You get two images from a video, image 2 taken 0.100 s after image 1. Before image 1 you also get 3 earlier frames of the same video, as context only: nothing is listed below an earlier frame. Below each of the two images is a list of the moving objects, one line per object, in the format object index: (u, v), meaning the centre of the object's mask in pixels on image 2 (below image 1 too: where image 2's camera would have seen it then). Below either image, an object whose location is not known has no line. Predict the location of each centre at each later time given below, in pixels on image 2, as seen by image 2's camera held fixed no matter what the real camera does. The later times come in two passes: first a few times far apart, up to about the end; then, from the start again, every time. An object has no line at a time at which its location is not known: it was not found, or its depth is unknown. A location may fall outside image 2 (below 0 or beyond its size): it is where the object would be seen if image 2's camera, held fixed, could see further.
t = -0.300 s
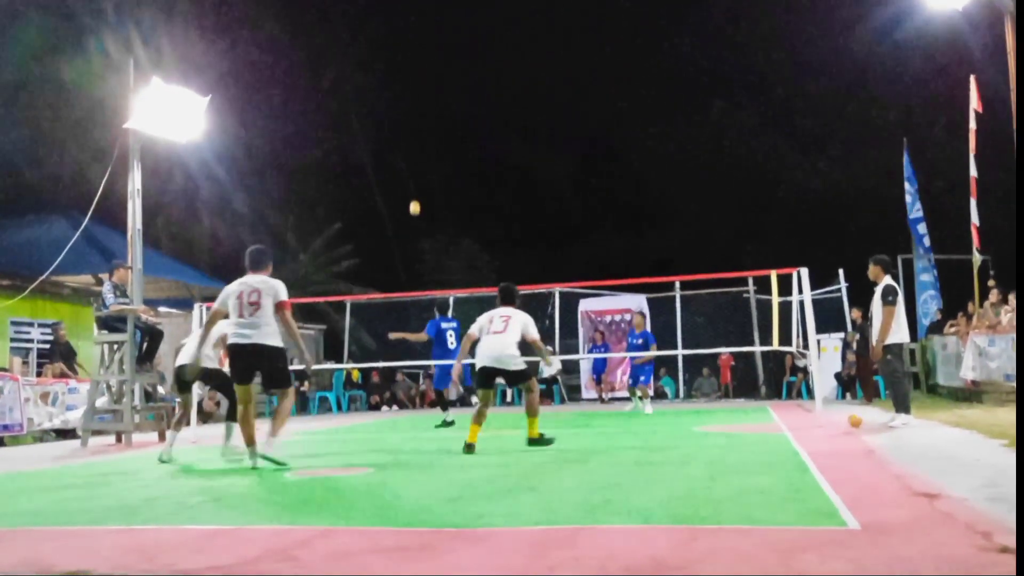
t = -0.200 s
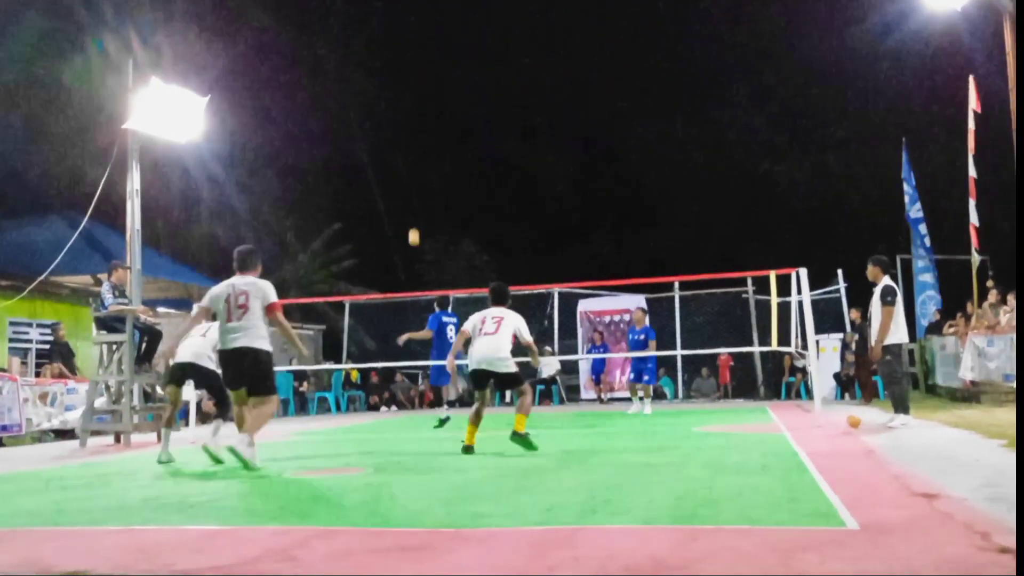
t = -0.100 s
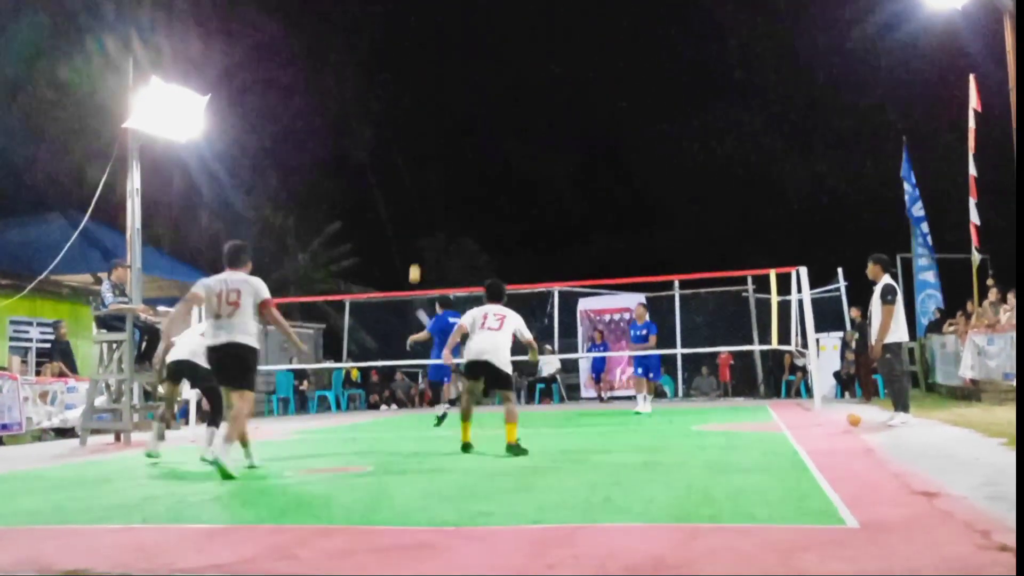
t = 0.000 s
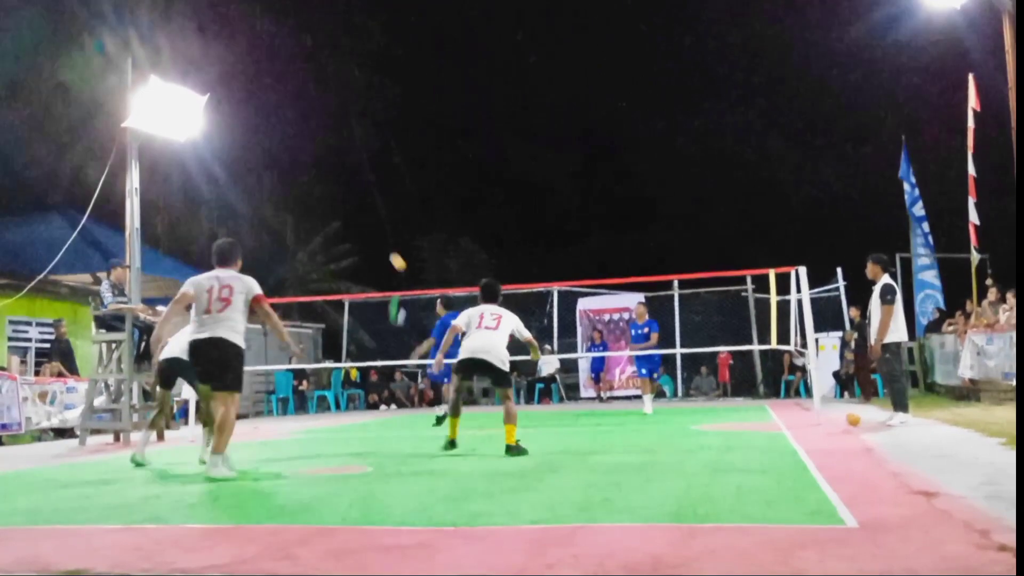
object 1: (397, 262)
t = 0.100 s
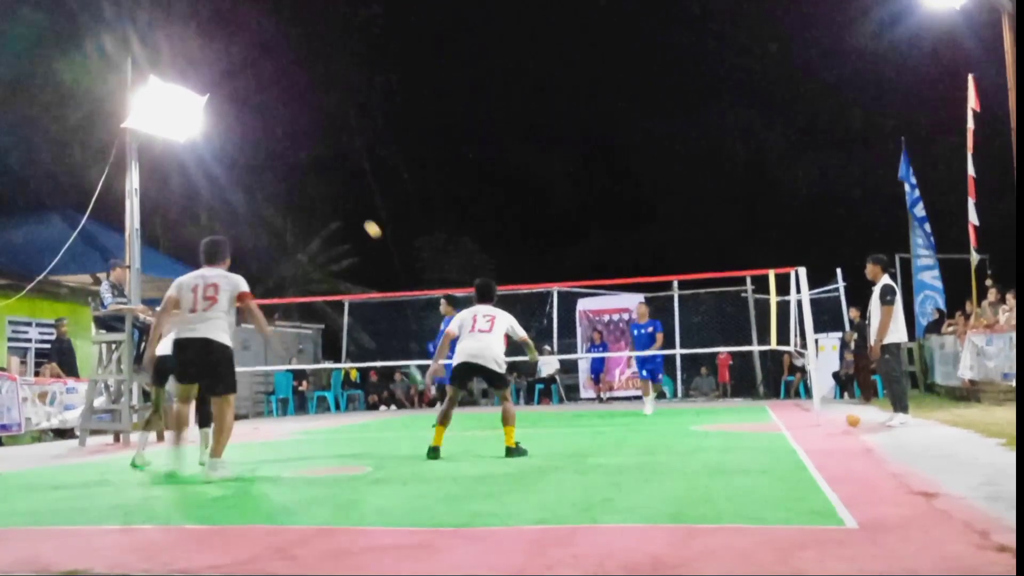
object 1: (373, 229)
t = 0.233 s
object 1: (337, 193)
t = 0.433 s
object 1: (276, 160)
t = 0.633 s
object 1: (199, 159)
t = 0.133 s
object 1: (364, 219)
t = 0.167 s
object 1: (355, 210)
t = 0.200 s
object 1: (346, 201)
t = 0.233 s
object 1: (337, 193)
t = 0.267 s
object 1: (327, 185)
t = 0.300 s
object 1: (317, 179)
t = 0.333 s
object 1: (307, 172)
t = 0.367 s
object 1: (297, 167)
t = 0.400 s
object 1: (286, 163)
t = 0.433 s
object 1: (276, 160)
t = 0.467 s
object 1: (264, 157)
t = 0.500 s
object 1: (252, 155)
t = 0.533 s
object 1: (240, 155)
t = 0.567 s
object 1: (227, 154)
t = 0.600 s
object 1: (214, 156)
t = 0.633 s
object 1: (199, 159)
